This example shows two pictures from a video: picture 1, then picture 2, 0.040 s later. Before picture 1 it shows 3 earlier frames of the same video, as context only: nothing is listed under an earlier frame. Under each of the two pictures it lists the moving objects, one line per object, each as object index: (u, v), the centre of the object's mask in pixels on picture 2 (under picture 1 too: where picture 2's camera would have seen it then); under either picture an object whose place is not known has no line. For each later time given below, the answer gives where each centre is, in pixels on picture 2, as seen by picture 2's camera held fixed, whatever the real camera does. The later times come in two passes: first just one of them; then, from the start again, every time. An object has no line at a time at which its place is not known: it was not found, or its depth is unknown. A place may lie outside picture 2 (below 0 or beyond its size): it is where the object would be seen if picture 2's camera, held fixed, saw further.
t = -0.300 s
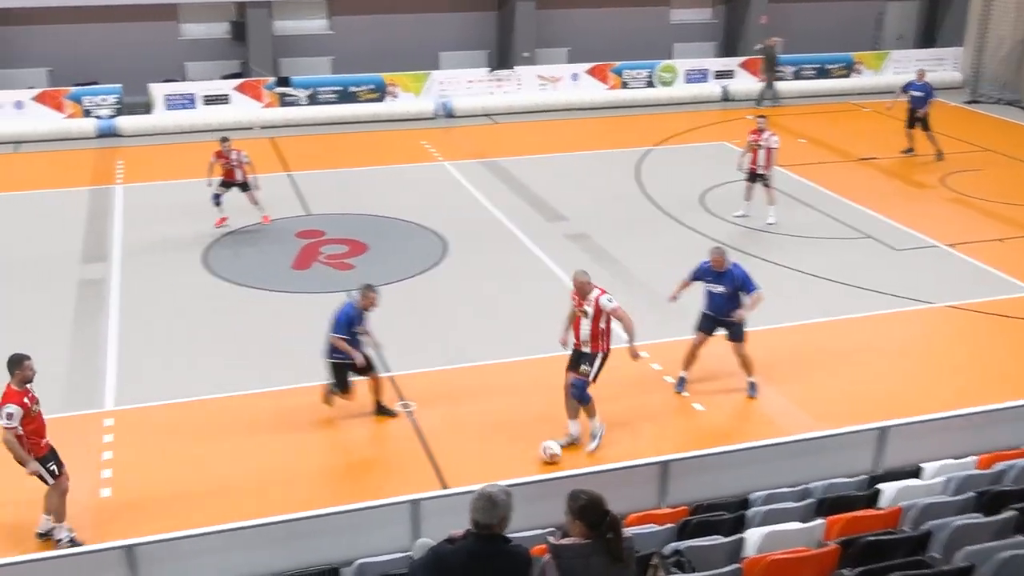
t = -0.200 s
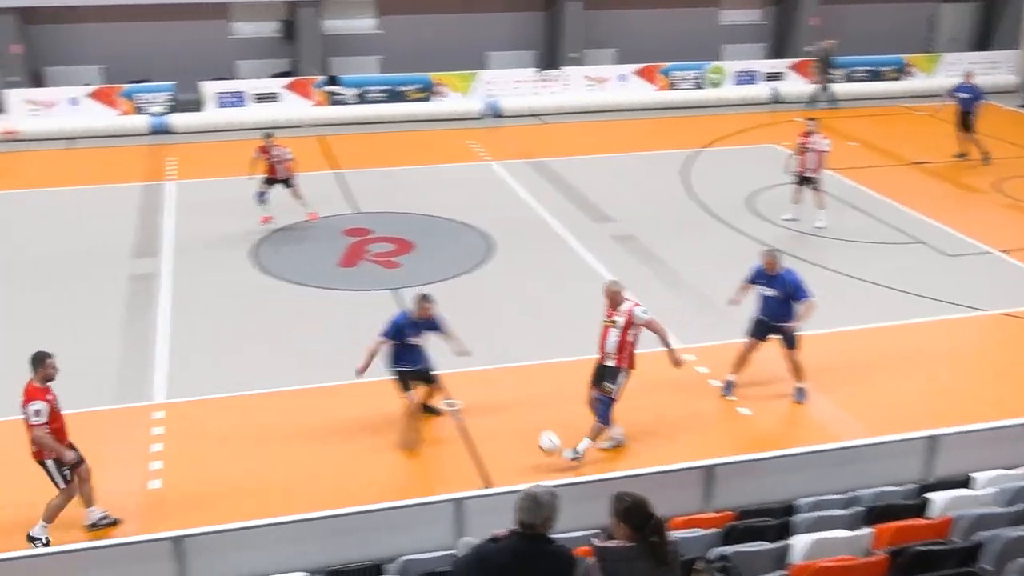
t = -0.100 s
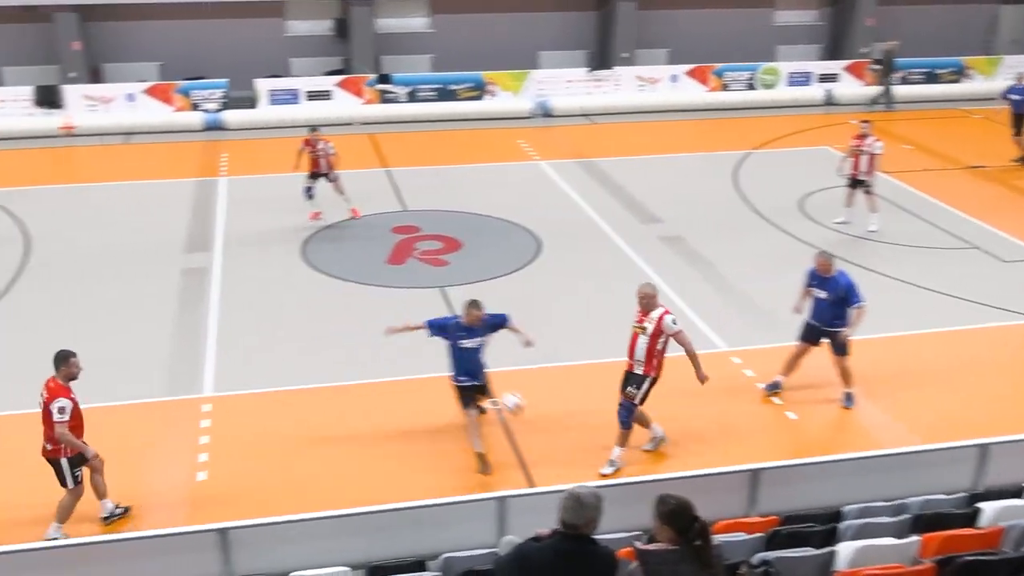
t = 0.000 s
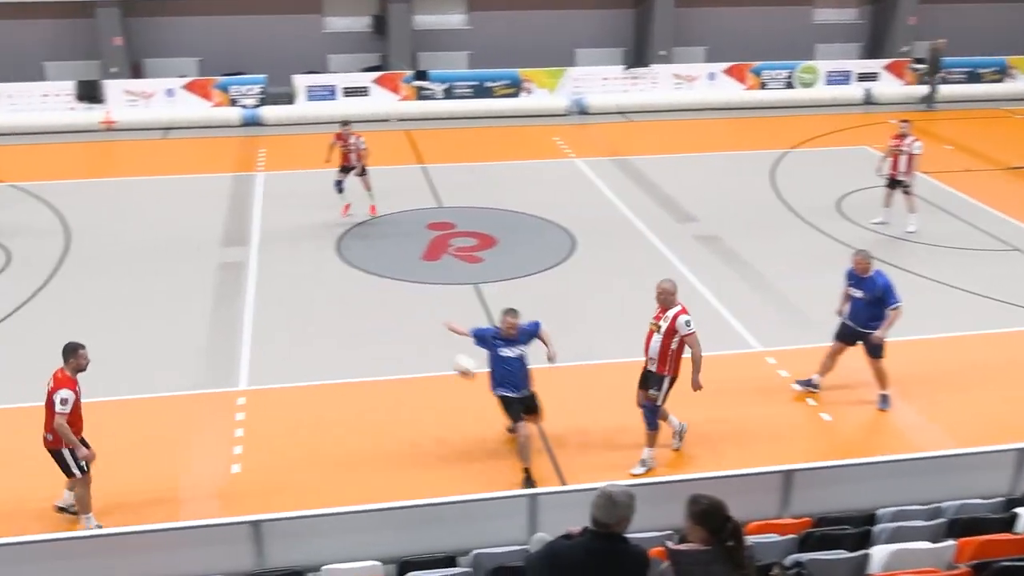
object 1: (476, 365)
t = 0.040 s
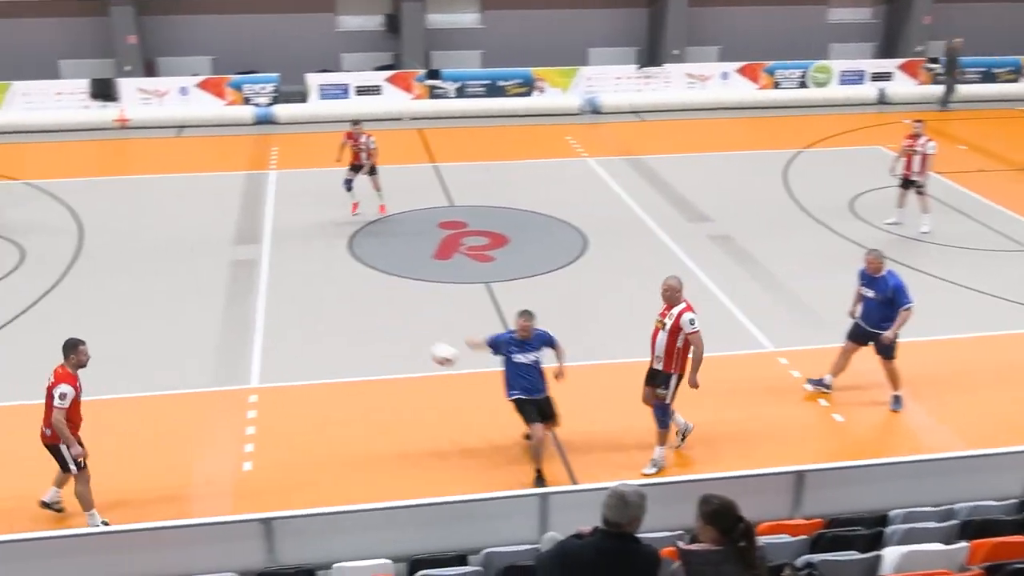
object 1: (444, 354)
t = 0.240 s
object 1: (281, 324)
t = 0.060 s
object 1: (427, 349)
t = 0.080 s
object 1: (411, 346)
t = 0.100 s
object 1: (394, 341)
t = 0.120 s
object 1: (378, 337)
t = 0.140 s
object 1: (361, 334)
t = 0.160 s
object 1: (346, 331)
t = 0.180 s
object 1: (330, 329)
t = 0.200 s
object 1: (314, 327)
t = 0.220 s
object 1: (298, 325)
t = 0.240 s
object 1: (281, 324)
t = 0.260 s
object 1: (266, 323)
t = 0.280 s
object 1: (247, 323)
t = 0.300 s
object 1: (233, 323)
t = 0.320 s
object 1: (217, 323)
